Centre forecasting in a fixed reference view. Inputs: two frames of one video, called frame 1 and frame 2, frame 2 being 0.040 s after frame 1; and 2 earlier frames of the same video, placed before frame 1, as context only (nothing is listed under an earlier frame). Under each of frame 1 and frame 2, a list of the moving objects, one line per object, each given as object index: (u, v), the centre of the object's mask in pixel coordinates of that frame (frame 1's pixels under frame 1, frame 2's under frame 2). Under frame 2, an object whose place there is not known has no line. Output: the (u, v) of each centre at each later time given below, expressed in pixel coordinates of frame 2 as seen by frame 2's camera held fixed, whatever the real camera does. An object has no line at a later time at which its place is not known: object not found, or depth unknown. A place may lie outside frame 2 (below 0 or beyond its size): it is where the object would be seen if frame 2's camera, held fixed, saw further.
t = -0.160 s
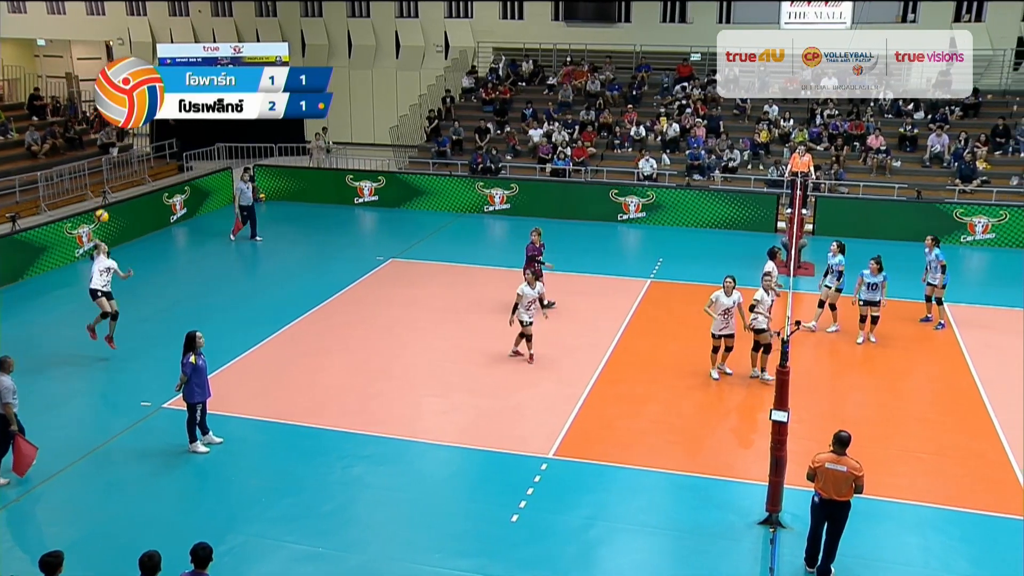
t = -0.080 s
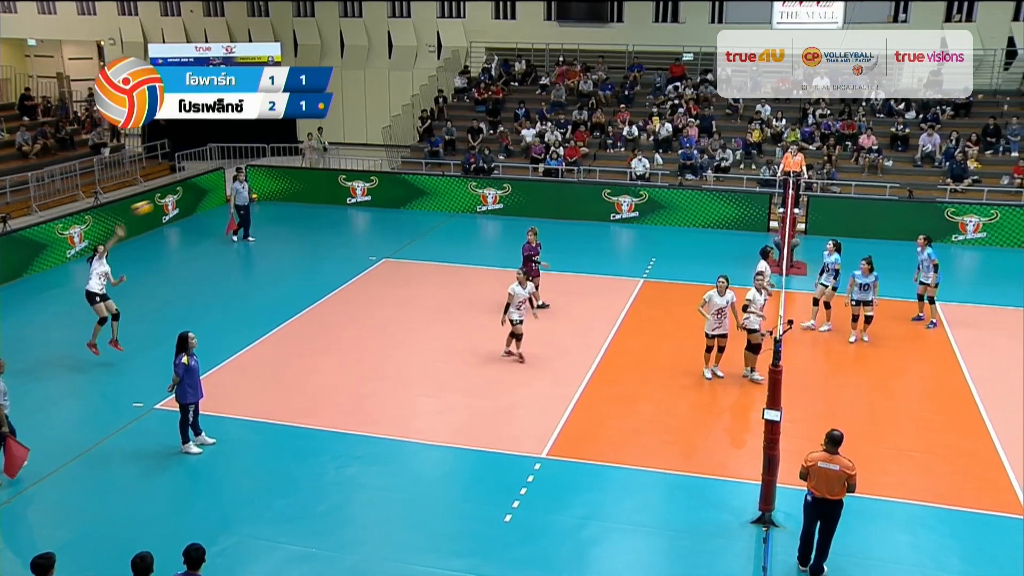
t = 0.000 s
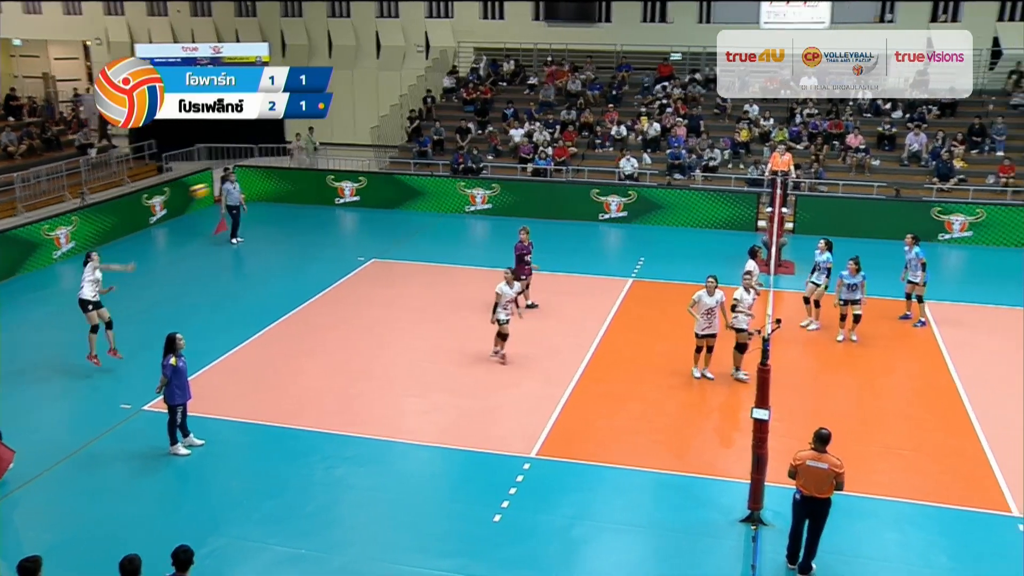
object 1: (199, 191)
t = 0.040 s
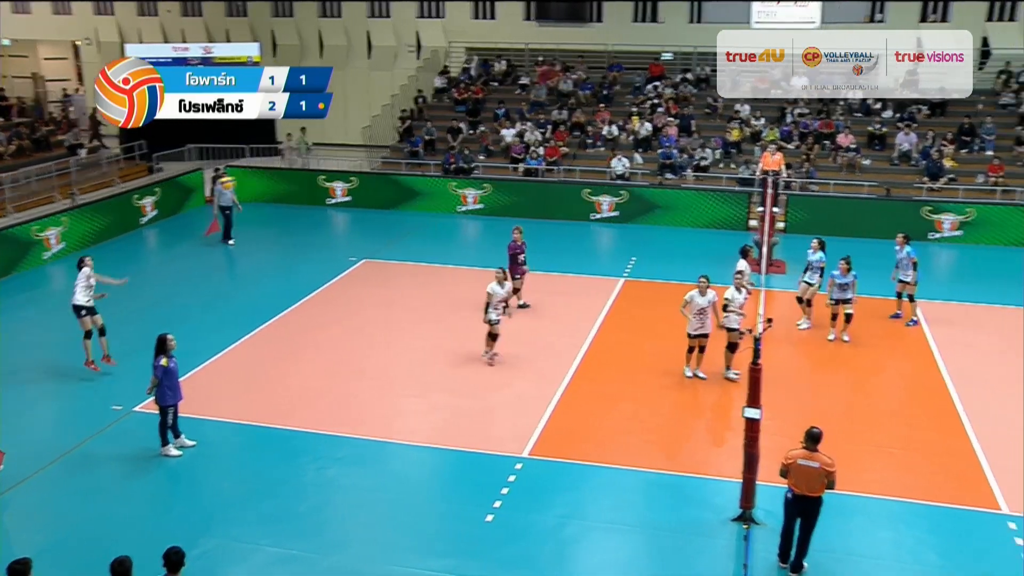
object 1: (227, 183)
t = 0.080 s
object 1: (261, 177)
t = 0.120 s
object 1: (296, 172)
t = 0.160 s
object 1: (330, 167)
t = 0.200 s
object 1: (364, 165)
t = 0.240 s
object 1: (397, 163)
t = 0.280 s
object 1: (431, 163)
